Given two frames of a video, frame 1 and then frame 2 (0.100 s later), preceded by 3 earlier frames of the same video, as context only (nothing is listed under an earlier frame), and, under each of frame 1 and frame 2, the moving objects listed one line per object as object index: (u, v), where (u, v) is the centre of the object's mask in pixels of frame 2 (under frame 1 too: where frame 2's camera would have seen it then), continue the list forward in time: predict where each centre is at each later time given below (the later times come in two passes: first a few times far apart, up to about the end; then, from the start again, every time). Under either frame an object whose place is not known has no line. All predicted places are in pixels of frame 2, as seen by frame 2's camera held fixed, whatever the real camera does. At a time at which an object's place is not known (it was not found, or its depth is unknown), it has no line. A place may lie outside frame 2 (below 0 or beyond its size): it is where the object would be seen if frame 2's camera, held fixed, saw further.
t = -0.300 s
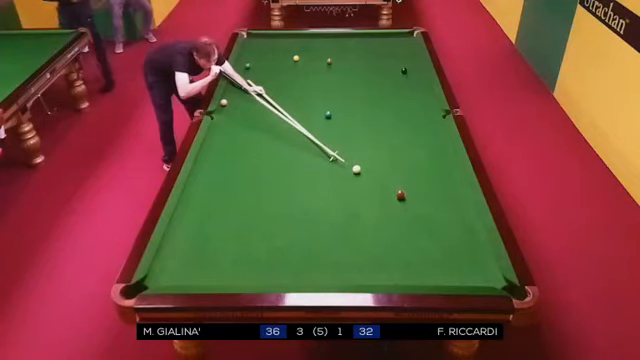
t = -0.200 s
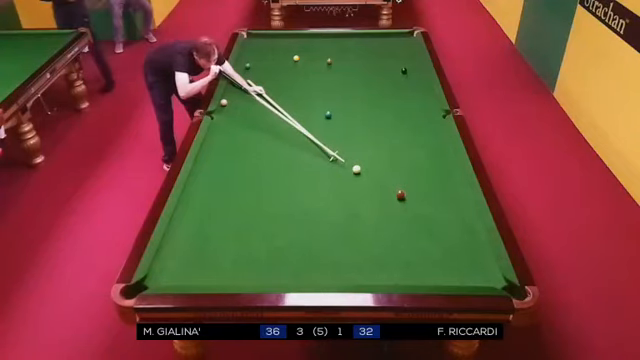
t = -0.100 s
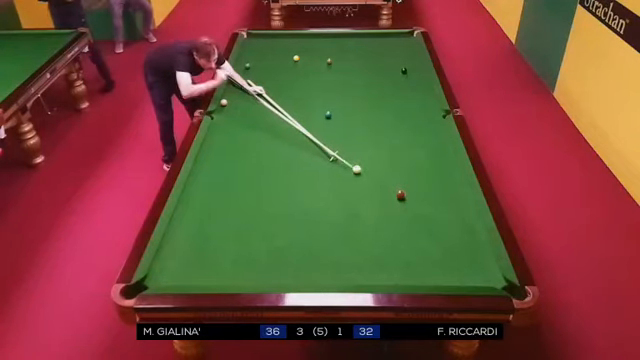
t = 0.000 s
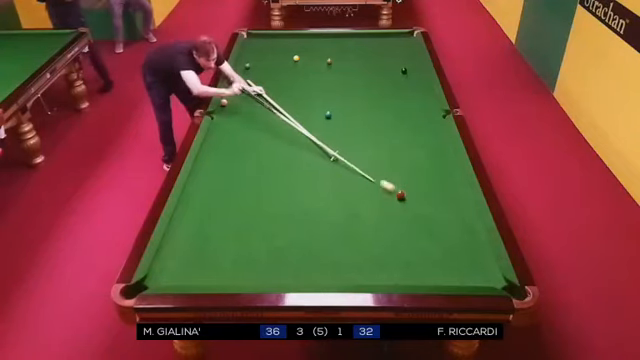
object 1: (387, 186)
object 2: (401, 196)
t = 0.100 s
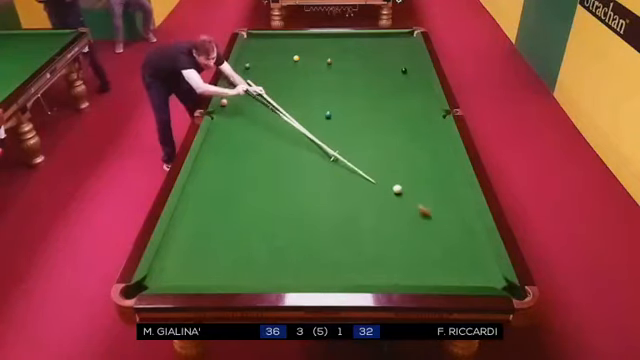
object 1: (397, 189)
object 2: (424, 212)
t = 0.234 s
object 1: (399, 187)
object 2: (463, 239)
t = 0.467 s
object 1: (402, 184)
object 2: (474, 279)
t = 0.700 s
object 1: (405, 180)
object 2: (434, 260)
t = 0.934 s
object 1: (408, 178)
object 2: (397, 236)
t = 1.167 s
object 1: (410, 175)
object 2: (366, 215)
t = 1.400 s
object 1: (411, 174)
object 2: (339, 197)
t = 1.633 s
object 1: (413, 173)
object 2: (313, 181)
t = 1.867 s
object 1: (414, 172)
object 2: (291, 166)
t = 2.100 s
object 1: (414, 171)
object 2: (270, 154)
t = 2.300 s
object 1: (415, 171)
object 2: (254, 144)
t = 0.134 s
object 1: (398, 189)
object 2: (434, 219)
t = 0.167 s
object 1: (398, 188)
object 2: (444, 225)
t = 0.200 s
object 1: (398, 188)
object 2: (454, 233)
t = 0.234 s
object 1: (399, 187)
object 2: (463, 239)
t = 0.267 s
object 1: (399, 186)
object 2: (473, 246)
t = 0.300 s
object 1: (400, 186)
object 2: (483, 253)
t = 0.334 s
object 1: (400, 186)
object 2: (490, 261)
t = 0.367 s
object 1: (401, 185)
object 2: (485, 265)
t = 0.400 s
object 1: (402, 185)
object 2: (482, 270)
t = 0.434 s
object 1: (402, 184)
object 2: (477, 275)
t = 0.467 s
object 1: (402, 184)
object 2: (474, 279)
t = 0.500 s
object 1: (402, 183)
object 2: (470, 282)
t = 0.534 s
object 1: (403, 182)
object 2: (463, 279)
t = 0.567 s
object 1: (404, 182)
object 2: (457, 276)
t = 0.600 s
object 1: (404, 182)
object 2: (451, 272)
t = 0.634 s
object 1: (404, 181)
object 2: (445, 268)
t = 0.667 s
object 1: (405, 181)
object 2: (439, 264)
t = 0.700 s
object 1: (405, 180)
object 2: (434, 260)
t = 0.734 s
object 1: (405, 180)
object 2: (428, 257)
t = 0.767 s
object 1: (406, 180)
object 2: (423, 253)
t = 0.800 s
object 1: (406, 179)
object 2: (418, 250)
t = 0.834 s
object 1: (407, 179)
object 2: (413, 246)
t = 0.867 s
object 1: (407, 178)
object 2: (407, 243)
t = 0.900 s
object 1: (407, 178)
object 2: (402, 239)
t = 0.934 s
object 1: (408, 178)
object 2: (397, 236)
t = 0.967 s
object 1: (408, 177)
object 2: (393, 233)
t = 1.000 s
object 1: (408, 177)
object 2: (388, 230)
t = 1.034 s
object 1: (408, 177)
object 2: (384, 227)
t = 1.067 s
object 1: (409, 176)
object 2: (379, 223)
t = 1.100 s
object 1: (409, 176)
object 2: (375, 221)
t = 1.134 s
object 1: (409, 176)
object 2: (371, 218)
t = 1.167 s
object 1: (410, 175)
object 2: (366, 215)
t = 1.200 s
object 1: (410, 175)
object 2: (362, 213)
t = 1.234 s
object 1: (410, 175)
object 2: (358, 210)
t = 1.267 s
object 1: (410, 175)
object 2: (354, 207)
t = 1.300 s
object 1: (410, 174)
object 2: (350, 205)
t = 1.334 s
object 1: (411, 174)
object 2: (346, 202)
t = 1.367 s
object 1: (411, 174)
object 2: (342, 199)
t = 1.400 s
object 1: (411, 174)
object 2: (339, 197)
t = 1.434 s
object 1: (412, 174)
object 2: (335, 195)
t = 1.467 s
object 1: (412, 174)
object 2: (331, 192)
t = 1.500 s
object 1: (412, 173)
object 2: (327, 190)
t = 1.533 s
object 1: (412, 173)
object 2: (324, 188)
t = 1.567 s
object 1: (412, 173)
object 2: (320, 185)
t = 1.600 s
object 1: (413, 173)
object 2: (317, 183)
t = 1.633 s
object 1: (413, 173)
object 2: (313, 181)
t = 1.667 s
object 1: (413, 172)
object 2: (310, 179)
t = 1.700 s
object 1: (413, 172)
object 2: (307, 177)
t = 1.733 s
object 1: (413, 172)
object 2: (304, 175)
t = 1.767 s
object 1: (413, 172)
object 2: (300, 173)
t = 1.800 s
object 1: (414, 172)
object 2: (297, 171)
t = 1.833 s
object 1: (414, 172)
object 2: (294, 168)
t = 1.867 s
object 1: (414, 172)
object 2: (291, 166)
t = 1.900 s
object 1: (414, 172)
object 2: (288, 165)
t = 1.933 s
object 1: (414, 172)
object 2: (285, 163)
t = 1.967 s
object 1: (414, 172)
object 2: (283, 161)
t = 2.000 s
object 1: (414, 172)
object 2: (279, 159)
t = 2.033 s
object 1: (414, 171)
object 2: (276, 157)
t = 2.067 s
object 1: (414, 171)
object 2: (273, 155)
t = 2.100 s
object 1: (414, 171)
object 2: (270, 154)
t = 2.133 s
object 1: (414, 171)
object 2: (268, 152)
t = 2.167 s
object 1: (415, 171)
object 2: (265, 150)
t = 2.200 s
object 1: (415, 171)
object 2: (262, 148)
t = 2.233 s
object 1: (415, 171)
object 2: (259, 147)
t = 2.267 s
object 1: (415, 171)
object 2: (257, 145)
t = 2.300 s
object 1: (415, 171)
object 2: (254, 144)
